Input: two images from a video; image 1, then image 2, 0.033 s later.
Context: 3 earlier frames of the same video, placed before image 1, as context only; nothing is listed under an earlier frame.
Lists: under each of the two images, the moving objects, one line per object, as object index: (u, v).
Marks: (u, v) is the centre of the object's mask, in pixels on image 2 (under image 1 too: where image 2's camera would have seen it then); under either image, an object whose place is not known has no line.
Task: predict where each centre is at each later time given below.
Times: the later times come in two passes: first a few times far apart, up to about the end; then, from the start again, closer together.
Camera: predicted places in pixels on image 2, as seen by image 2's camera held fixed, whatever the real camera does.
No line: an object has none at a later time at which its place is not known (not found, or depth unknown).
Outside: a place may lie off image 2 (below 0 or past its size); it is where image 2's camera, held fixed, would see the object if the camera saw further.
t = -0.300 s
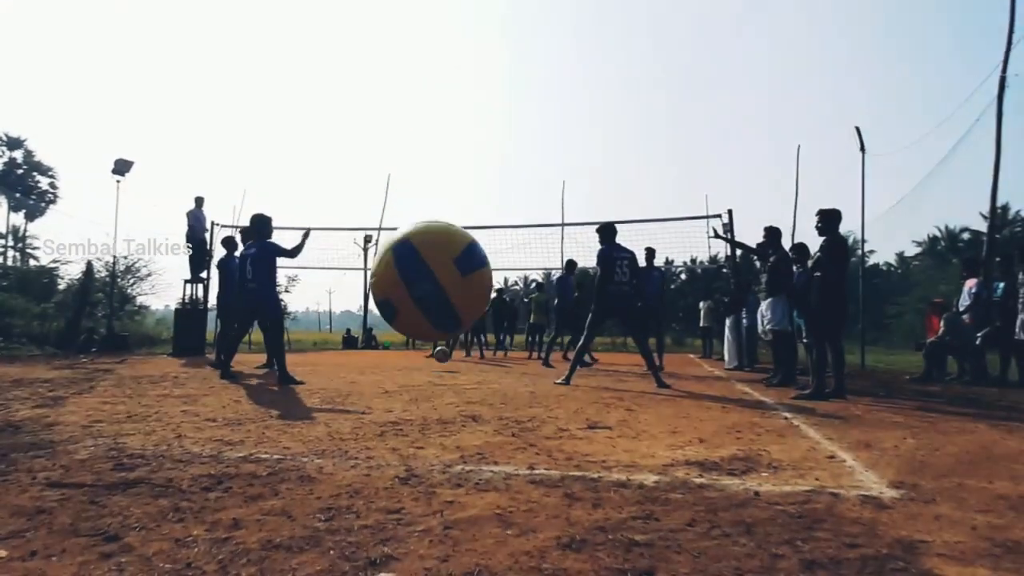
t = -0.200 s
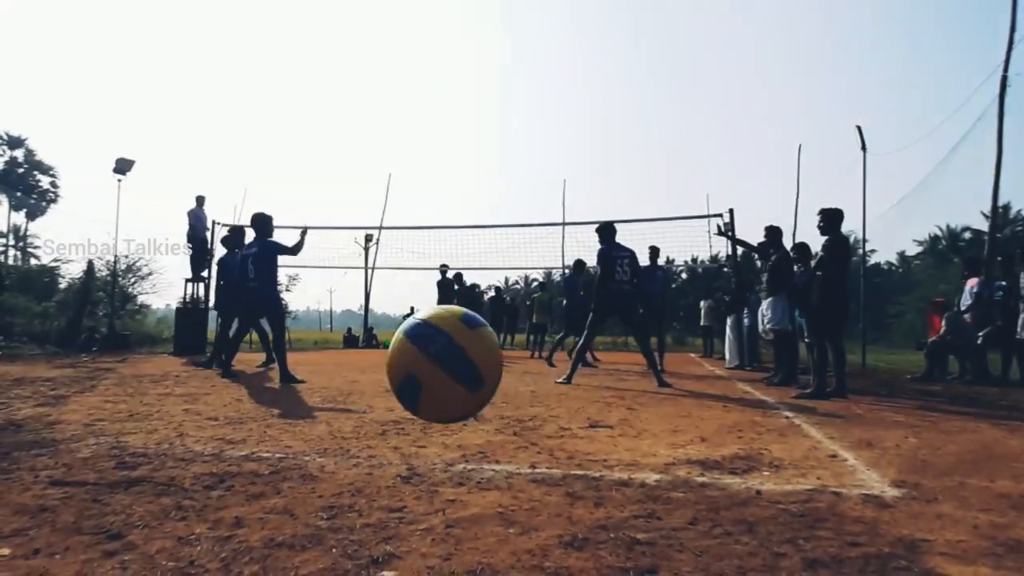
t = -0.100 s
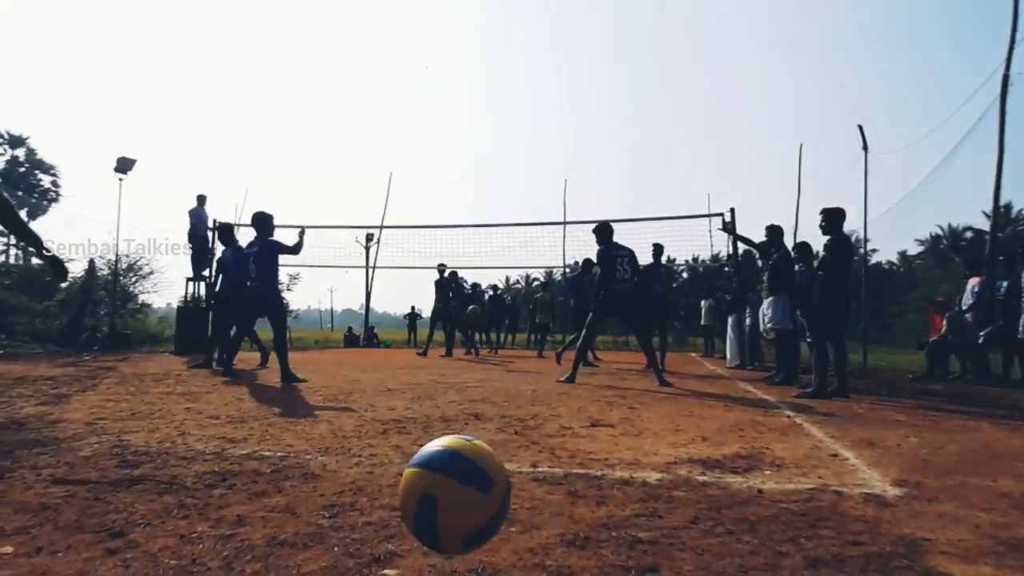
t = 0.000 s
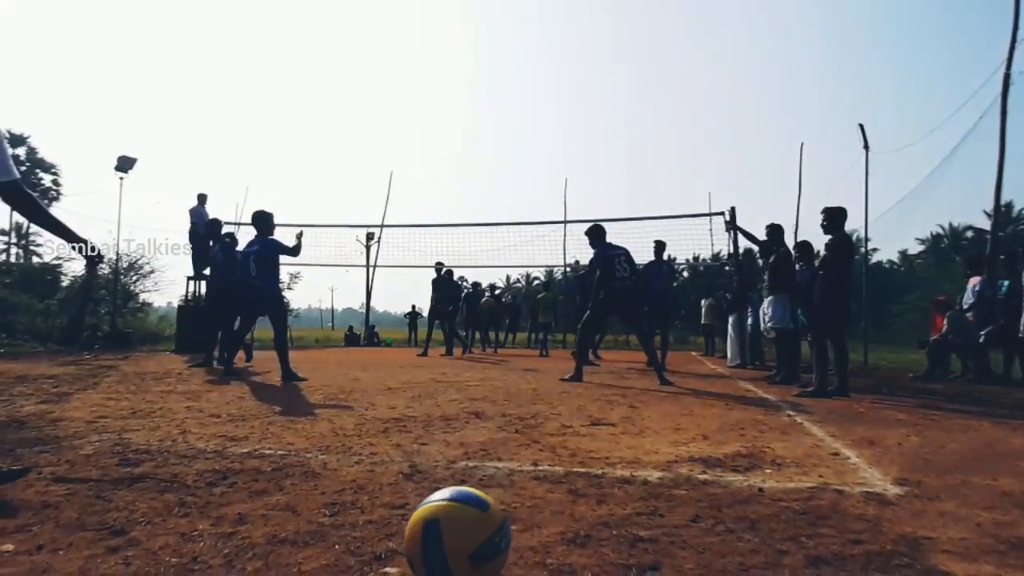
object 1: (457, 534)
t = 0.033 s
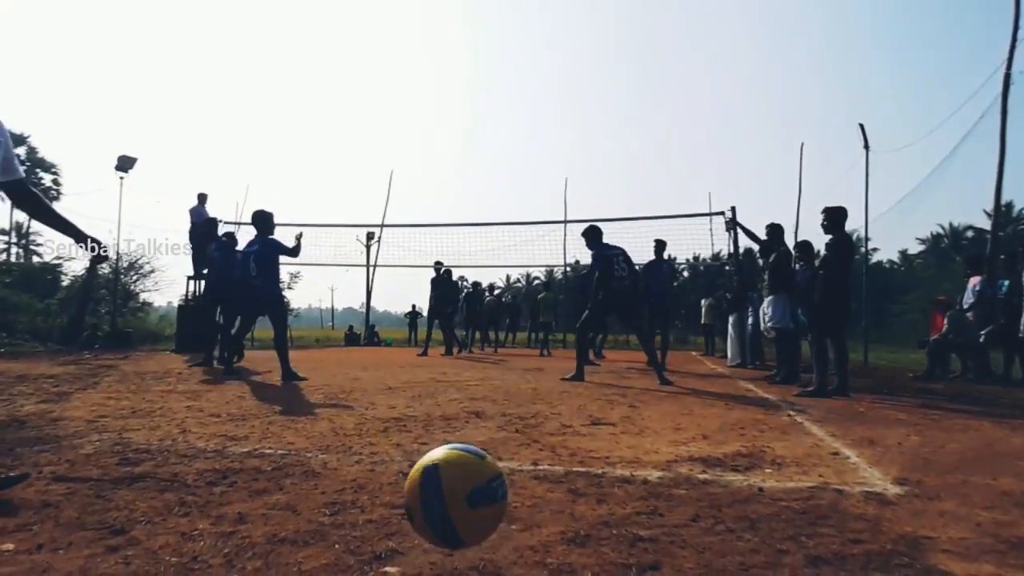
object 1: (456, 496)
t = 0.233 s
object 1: (443, 358)
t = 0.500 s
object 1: (426, 447)
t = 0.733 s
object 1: (412, 413)
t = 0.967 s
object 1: (399, 402)
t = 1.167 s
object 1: (385, 452)
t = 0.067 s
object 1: (453, 459)
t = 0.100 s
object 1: (452, 427)
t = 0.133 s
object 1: (449, 402)
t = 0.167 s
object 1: (447, 382)
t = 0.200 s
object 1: (445, 367)
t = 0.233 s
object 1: (443, 358)
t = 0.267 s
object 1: (441, 354)
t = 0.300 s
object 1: (439, 354)
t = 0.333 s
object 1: (437, 359)
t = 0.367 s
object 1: (435, 368)
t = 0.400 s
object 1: (433, 382)
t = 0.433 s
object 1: (430, 399)
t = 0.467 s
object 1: (428, 421)
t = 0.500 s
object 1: (426, 447)
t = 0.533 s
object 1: (424, 476)
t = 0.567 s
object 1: (421, 510)
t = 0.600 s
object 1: (420, 509)
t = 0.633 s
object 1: (418, 478)
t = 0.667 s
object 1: (416, 452)
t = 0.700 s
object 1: (414, 430)
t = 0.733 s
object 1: (412, 413)
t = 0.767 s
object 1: (410, 399)
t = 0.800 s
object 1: (409, 390)
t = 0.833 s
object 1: (406, 385)
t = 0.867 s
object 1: (404, 384)
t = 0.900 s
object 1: (402, 386)
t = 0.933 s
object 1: (401, 392)
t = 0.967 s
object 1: (399, 402)
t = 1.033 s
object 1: (395, 431)
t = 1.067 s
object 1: (393, 451)
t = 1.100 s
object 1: (391, 474)
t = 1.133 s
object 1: (389, 472)
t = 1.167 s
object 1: (385, 452)
